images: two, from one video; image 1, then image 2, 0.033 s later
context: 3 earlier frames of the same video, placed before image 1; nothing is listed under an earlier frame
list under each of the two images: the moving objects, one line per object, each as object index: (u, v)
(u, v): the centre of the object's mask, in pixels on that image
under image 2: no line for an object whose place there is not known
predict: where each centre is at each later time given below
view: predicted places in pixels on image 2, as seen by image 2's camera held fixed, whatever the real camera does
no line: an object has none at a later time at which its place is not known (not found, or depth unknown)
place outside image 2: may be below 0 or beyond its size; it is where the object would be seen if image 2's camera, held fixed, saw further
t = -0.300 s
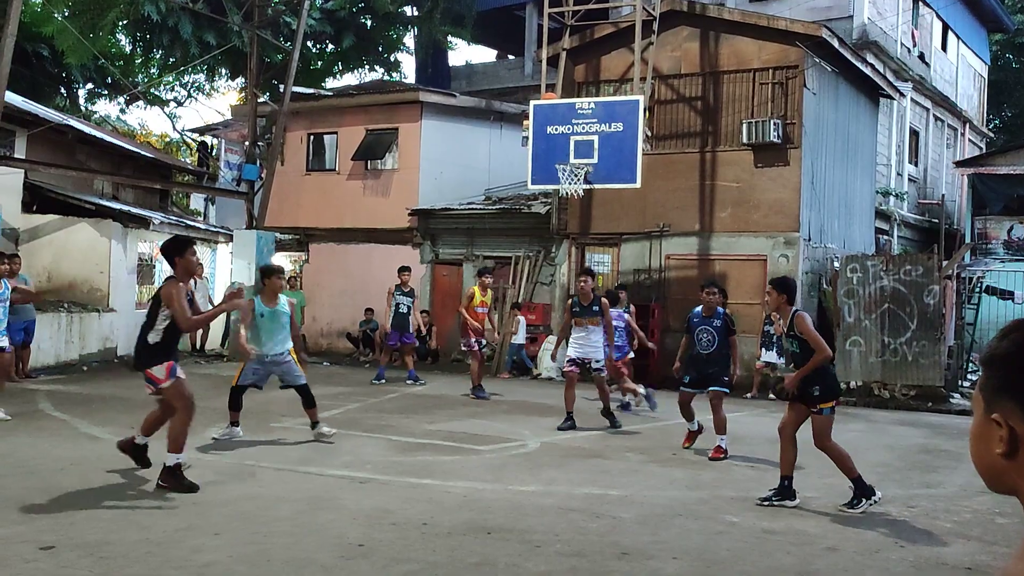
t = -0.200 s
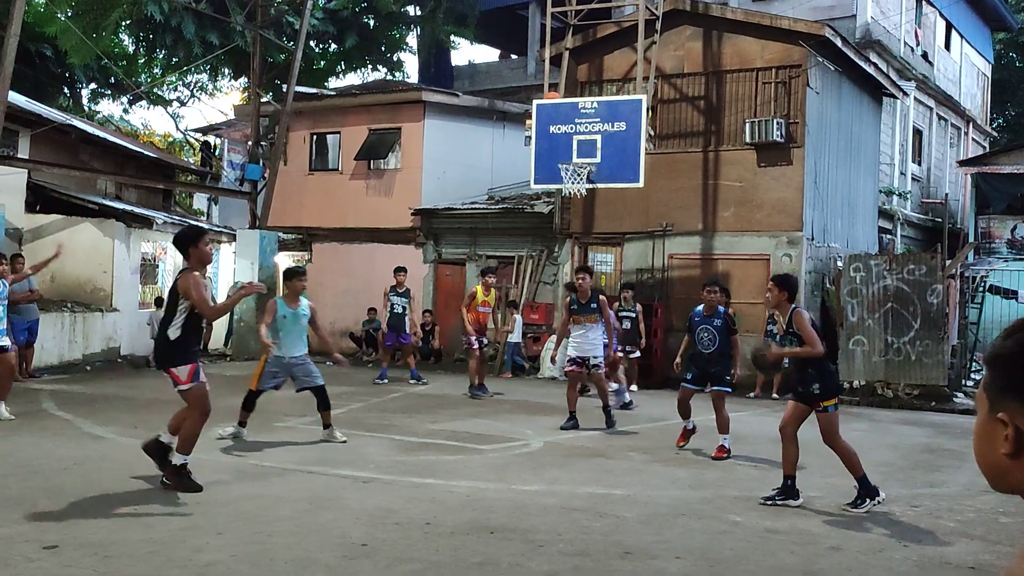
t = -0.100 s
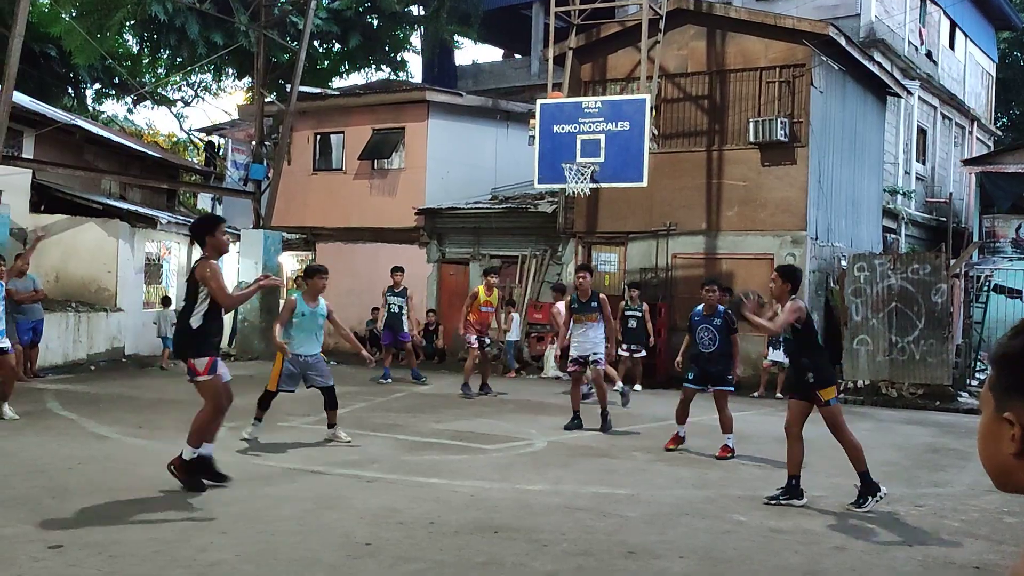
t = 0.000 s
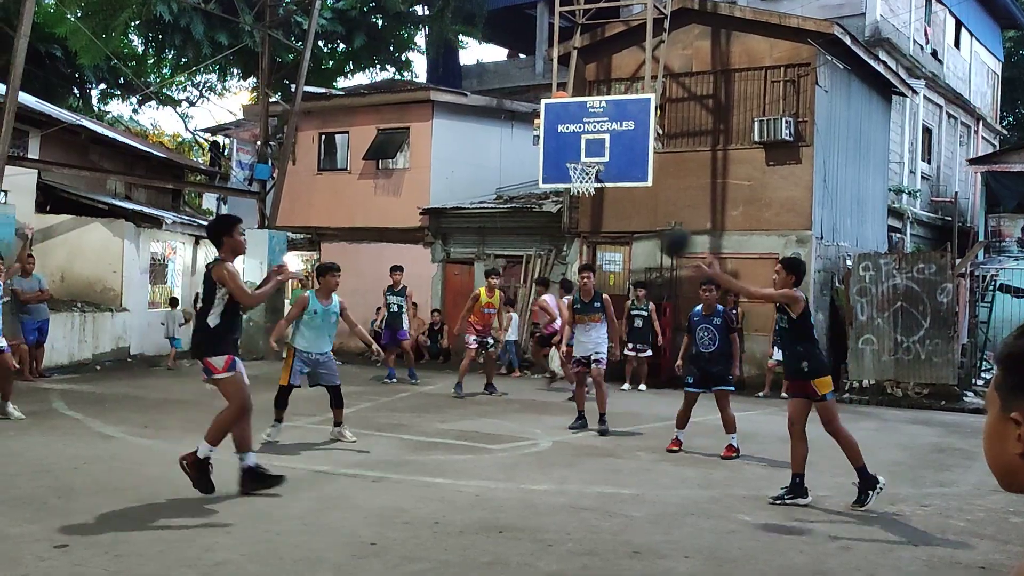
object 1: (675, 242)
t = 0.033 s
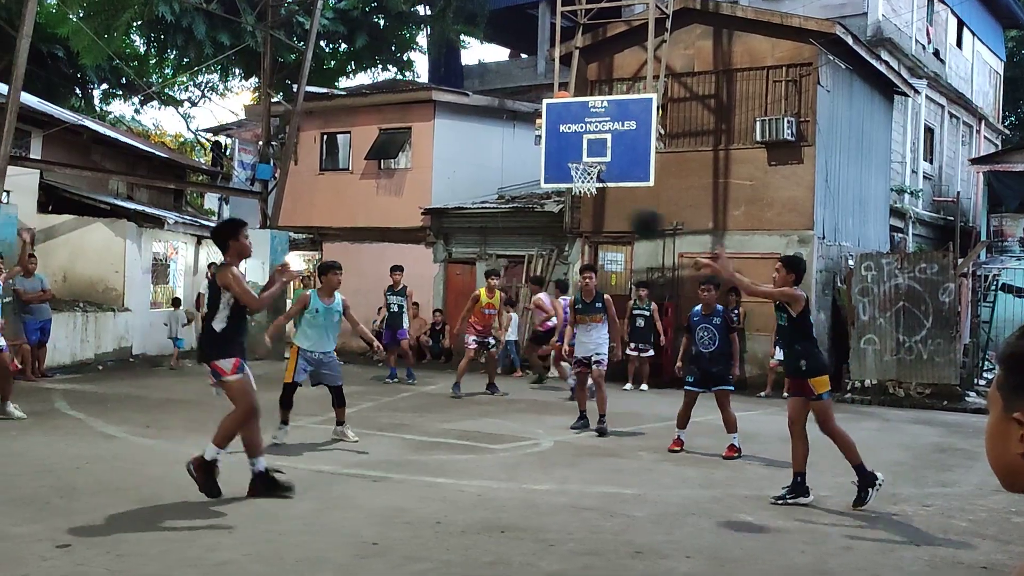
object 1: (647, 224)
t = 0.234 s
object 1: (473, 137)
